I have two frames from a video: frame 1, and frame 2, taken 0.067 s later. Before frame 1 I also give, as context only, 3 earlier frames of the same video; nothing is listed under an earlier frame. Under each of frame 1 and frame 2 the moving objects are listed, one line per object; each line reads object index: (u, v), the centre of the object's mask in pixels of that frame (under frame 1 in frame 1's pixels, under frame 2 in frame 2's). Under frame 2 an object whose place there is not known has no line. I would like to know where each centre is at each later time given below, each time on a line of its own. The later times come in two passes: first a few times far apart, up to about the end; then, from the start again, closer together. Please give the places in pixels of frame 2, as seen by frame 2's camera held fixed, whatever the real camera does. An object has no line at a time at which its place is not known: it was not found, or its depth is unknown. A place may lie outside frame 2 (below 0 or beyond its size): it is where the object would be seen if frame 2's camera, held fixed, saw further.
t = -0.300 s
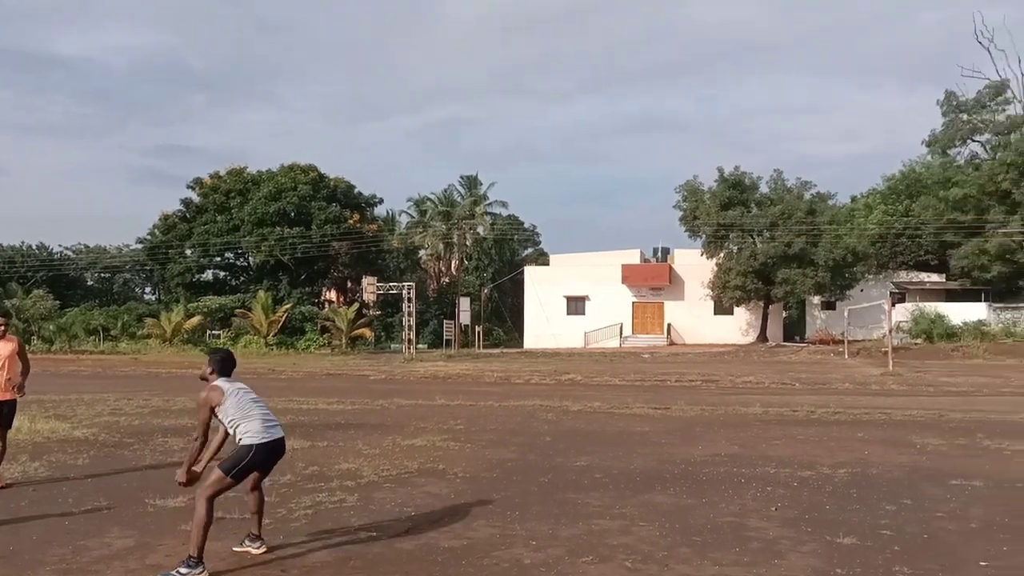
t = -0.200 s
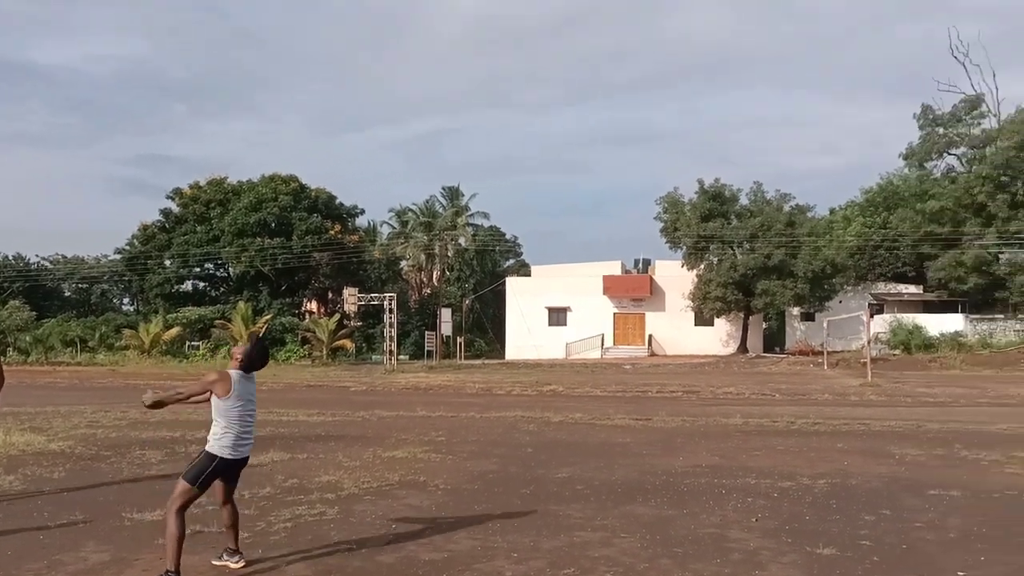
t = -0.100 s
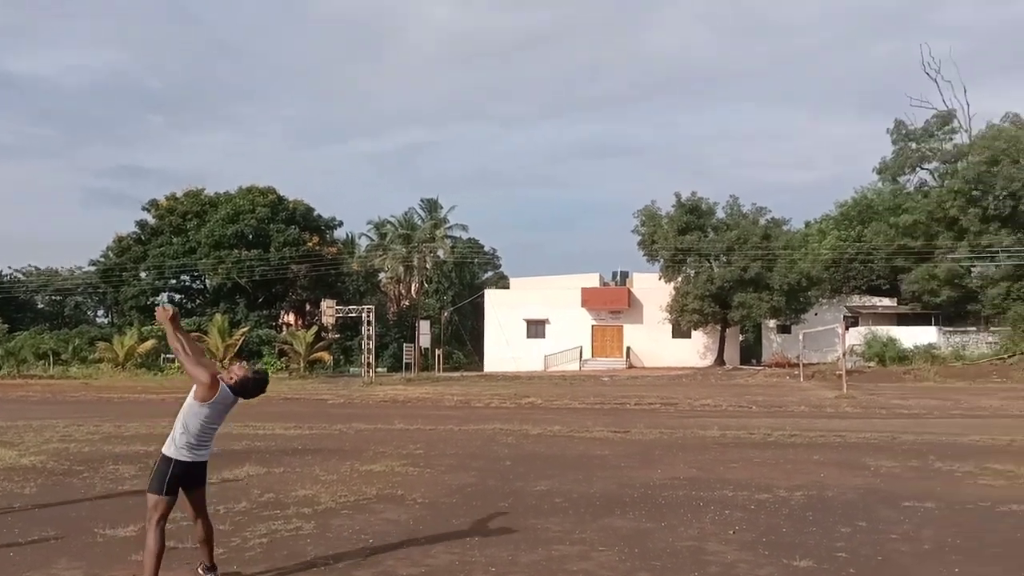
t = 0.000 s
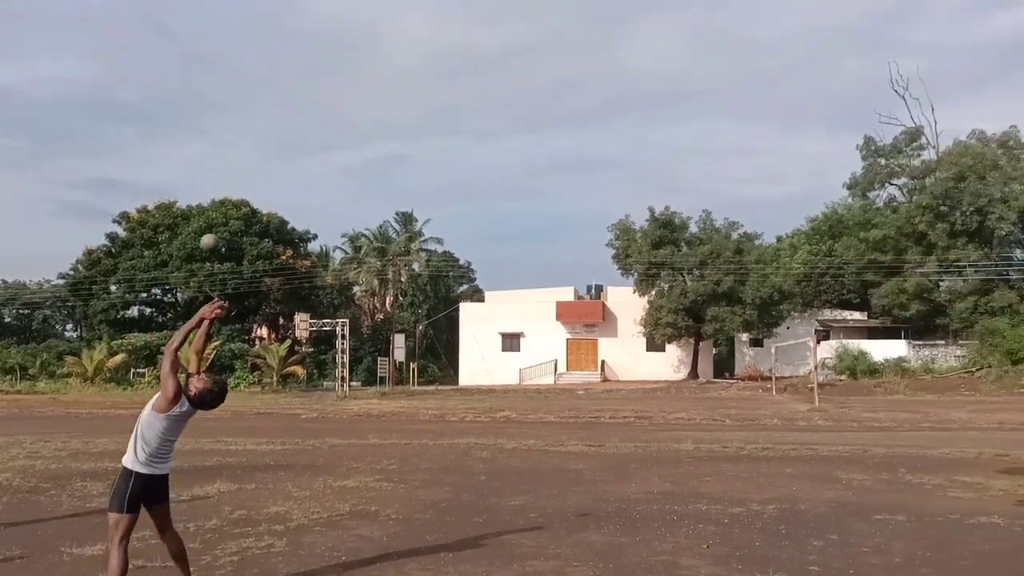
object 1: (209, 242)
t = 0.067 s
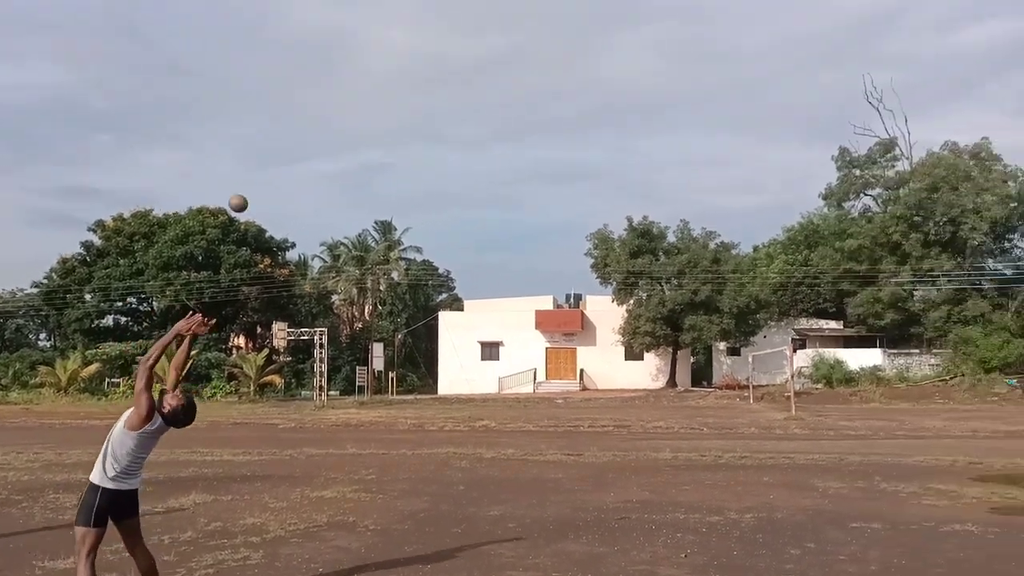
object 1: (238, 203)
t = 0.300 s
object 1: (419, 83)
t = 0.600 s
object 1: (666, 39)
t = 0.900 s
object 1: (940, 146)
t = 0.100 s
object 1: (264, 181)
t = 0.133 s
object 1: (289, 161)
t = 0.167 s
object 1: (315, 143)
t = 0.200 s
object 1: (340, 125)
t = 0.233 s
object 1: (366, 109)
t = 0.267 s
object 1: (392, 95)
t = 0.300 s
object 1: (419, 83)
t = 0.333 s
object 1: (445, 71)
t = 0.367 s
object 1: (472, 62)
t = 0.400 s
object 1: (499, 54)
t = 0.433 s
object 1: (526, 47)
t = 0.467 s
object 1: (553, 42)
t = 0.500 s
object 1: (581, 39)
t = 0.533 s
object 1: (609, 37)
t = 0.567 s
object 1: (637, 37)
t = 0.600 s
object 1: (666, 39)
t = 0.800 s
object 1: (845, 90)
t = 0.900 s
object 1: (940, 146)
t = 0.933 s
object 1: (974, 168)
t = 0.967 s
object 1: (1010, 193)
